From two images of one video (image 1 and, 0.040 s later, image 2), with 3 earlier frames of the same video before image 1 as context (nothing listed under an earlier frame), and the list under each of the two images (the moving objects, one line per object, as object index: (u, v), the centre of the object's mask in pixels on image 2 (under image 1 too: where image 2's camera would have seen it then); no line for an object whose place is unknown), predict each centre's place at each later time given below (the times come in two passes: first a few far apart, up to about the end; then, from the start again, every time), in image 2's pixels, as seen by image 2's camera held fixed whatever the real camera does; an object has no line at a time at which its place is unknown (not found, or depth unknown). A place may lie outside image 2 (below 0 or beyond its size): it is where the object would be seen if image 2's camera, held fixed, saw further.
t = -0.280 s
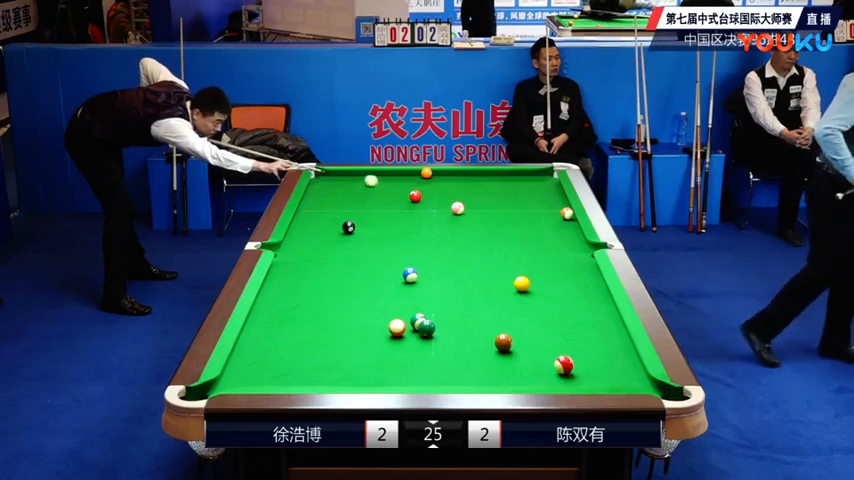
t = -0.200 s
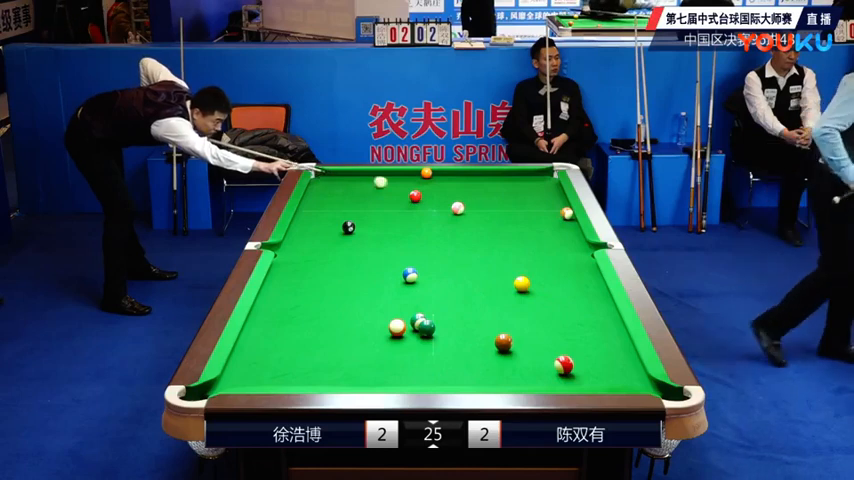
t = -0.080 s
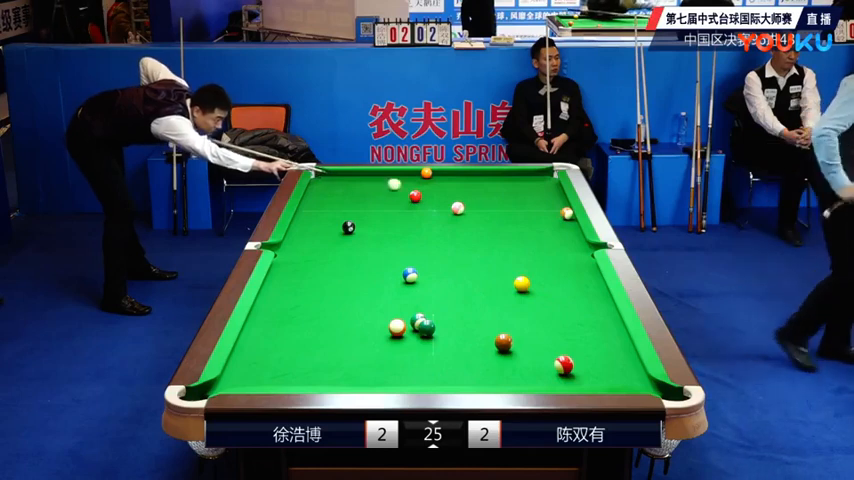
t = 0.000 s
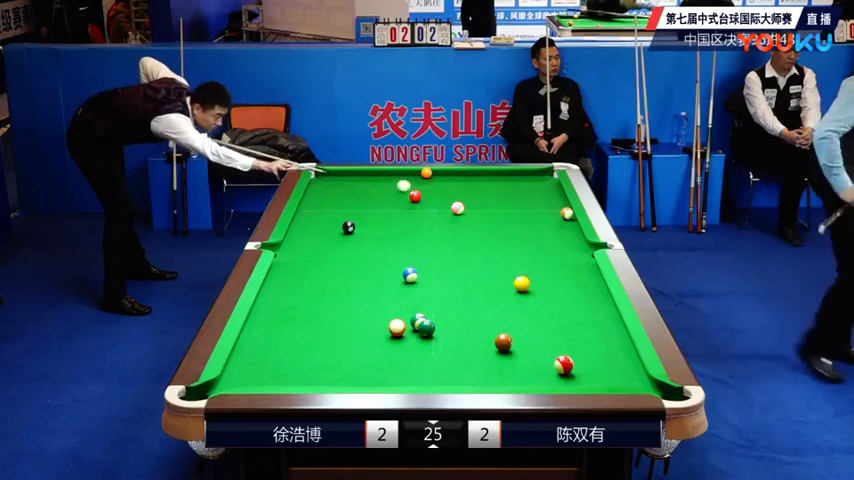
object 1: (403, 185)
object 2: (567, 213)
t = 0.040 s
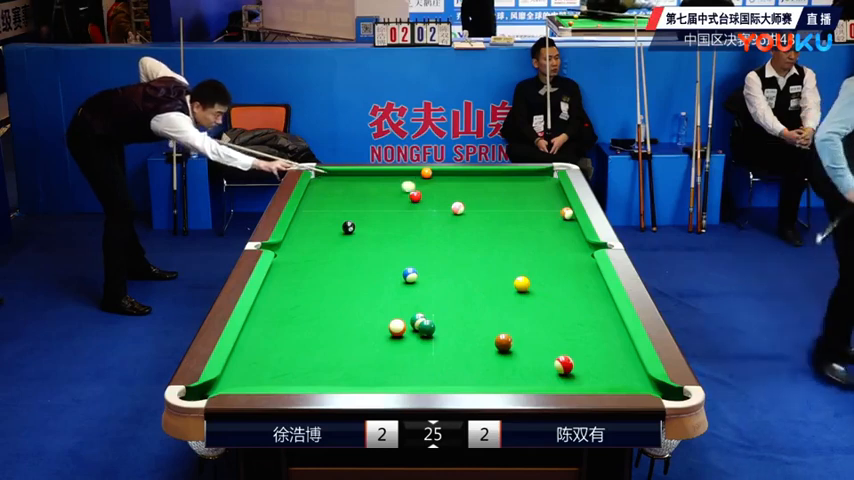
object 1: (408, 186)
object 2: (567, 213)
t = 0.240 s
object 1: (431, 190)
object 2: (567, 213)
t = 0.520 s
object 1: (464, 195)
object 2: (567, 213)
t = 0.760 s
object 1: (492, 200)
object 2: (567, 213)
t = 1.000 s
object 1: (520, 205)
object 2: (567, 213)
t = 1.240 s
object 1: (548, 209)
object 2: (567, 213)
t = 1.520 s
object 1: (563, 209)
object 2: (559, 217)
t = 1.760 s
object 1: (565, 210)
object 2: (548, 217)
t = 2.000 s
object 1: (561, 210)
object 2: (539, 219)
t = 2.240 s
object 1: (558, 211)
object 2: (530, 220)
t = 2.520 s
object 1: (556, 211)
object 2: (519, 222)
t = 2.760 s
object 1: (556, 211)
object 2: (512, 224)
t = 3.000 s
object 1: (556, 211)
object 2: (506, 225)
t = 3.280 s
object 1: (556, 211)
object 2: (500, 226)
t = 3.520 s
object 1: (556, 211)
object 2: (496, 227)
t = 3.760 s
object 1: (556, 211)
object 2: (492, 227)
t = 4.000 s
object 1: (556, 211)
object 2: (489, 228)
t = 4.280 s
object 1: (556, 211)
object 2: (487, 228)
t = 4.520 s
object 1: (556, 211)
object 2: (486, 228)
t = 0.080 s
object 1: (412, 186)
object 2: (567, 213)
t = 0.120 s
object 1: (417, 187)
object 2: (567, 213)
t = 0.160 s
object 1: (422, 188)
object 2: (567, 213)
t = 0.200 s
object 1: (427, 189)
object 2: (567, 213)
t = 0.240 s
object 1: (431, 190)
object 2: (567, 213)
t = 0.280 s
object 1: (436, 191)
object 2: (567, 213)
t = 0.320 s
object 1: (441, 192)
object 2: (567, 213)
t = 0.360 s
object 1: (445, 192)
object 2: (567, 213)
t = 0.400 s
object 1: (450, 193)
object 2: (567, 213)
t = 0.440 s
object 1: (455, 194)
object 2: (567, 213)
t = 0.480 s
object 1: (459, 195)
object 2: (567, 213)
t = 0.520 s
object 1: (464, 195)
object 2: (567, 213)
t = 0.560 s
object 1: (469, 196)
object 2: (567, 213)
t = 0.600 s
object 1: (473, 197)
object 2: (567, 213)
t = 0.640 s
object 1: (478, 198)
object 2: (567, 213)
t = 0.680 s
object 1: (483, 199)
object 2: (567, 213)
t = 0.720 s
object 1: (487, 199)
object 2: (567, 213)
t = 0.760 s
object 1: (492, 200)
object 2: (567, 213)
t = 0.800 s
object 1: (497, 201)
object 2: (567, 213)
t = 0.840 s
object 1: (501, 202)
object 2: (567, 213)
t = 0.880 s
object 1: (506, 202)
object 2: (567, 213)
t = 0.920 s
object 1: (511, 203)
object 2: (567, 213)
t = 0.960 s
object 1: (515, 204)
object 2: (567, 213)
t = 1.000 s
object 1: (520, 205)
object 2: (567, 213)
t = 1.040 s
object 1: (525, 205)
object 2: (567, 213)
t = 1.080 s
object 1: (529, 206)
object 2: (567, 213)
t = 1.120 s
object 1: (534, 207)
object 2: (567, 213)
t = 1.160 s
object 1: (539, 208)
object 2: (567, 213)
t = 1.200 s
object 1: (544, 208)
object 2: (567, 213)
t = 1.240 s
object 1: (548, 209)
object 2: (567, 213)
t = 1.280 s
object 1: (552, 210)
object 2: (567, 213)
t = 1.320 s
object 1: (555, 210)
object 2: (568, 213)
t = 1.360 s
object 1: (556, 210)
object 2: (567, 213)
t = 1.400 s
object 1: (557, 210)
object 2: (565, 214)
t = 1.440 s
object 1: (558, 209)
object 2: (563, 214)
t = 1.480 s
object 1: (560, 209)
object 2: (561, 216)
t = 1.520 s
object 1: (563, 209)
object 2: (559, 217)
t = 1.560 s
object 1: (564, 210)
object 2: (557, 216)
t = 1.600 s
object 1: (565, 210)
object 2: (555, 216)
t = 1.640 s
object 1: (566, 210)
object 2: (553, 216)
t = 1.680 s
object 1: (566, 210)
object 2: (552, 216)
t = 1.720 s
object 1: (565, 210)
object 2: (550, 216)
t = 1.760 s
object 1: (565, 210)
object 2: (548, 217)
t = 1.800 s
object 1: (564, 210)
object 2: (546, 217)
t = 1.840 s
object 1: (563, 210)
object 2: (545, 218)
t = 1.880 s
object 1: (562, 210)
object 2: (543, 218)
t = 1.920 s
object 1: (562, 210)
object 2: (542, 219)
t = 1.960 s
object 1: (561, 210)
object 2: (540, 219)
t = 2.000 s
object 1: (561, 210)
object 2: (539, 219)
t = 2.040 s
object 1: (560, 210)
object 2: (537, 219)
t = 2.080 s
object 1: (560, 210)
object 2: (535, 219)
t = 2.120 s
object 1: (559, 210)
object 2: (534, 220)
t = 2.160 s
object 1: (559, 210)
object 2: (532, 220)
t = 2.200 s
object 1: (558, 211)
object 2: (531, 220)
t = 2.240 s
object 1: (558, 211)
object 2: (530, 220)
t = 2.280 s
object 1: (558, 211)
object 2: (528, 221)
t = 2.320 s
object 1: (557, 210)
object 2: (527, 221)
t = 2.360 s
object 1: (557, 210)
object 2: (525, 221)
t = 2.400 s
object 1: (557, 211)
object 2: (524, 221)
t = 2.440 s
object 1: (557, 211)
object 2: (522, 221)
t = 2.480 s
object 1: (556, 211)
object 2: (521, 222)
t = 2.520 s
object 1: (556, 211)
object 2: (519, 222)
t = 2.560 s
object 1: (556, 211)
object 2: (518, 223)
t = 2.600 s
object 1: (556, 211)
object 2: (517, 223)
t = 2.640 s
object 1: (556, 211)
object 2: (515, 223)
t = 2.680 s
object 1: (556, 211)
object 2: (514, 223)
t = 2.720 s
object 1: (556, 211)
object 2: (513, 224)
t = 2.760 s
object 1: (556, 211)
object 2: (512, 224)
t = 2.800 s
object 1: (556, 211)
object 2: (511, 224)
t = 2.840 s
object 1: (556, 211)
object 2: (510, 224)
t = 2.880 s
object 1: (556, 211)
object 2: (509, 224)
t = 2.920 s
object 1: (556, 211)
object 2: (508, 224)
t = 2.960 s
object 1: (556, 211)
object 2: (507, 225)
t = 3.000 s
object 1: (556, 211)
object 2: (506, 225)
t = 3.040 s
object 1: (556, 211)
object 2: (505, 225)
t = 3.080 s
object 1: (556, 211)
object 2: (504, 225)
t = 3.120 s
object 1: (556, 211)
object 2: (503, 225)
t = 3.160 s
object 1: (556, 211)
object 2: (502, 225)
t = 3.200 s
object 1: (556, 211)
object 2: (502, 226)
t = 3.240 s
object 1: (556, 211)
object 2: (501, 226)
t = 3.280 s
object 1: (556, 211)
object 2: (500, 226)
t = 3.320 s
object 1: (556, 211)
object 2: (499, 226)
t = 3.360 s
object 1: (556, 211)
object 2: (498, 226)
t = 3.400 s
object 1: (556, 211)
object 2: (498, 226)
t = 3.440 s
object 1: (556, 211)
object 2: (497, 227)
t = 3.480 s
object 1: (556, 211)
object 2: (496, 227)
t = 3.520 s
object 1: (556, 211)
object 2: (496, 227)
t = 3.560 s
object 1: (556, 211)
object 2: (495, 227)
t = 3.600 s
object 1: (556, 211)
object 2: (494, 227)
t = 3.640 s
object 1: (556, 211)
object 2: (494, 227)
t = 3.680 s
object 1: (556, 211)
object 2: (493, 227)
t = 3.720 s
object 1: (556, 211)
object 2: (493, 227)
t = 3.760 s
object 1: (556, 211)
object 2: (492, 227)
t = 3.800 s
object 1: (556, 211)
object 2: (492, 227)
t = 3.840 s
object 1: (556, 211)
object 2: (491, 227)
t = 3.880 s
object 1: (556, 211)
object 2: (491, 227)
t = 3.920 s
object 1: (556, 211)
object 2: (490, 227)
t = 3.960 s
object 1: (556, 211)
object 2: (490, 227)
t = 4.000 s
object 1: (556, 211)
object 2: (489, 228)
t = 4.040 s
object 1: (556, 211)
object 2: (489, 227)
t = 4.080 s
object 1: (556, 211)
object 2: (489, 227)
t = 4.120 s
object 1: (556, 211)
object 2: (488, 228)
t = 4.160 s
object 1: (556, 211)
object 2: (488, 228)
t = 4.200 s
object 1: (556, 211)
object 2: (488, 228)
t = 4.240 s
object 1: (556, 211)
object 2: (488, 228)
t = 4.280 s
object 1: (556, 211)
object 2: (487, 228)
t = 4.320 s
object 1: (556, 211)
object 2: (487, 228)
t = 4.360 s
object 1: (556, 211)
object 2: (487, 228)
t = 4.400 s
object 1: (556, 211)
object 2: (487, 228)
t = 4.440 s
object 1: (556, 211)
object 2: (486, 228)
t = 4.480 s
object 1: (556, 211)
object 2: (486, 228)
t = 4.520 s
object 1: (556, 211)
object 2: (486, 228)
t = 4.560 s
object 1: (556, 211)
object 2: (486, 228)
